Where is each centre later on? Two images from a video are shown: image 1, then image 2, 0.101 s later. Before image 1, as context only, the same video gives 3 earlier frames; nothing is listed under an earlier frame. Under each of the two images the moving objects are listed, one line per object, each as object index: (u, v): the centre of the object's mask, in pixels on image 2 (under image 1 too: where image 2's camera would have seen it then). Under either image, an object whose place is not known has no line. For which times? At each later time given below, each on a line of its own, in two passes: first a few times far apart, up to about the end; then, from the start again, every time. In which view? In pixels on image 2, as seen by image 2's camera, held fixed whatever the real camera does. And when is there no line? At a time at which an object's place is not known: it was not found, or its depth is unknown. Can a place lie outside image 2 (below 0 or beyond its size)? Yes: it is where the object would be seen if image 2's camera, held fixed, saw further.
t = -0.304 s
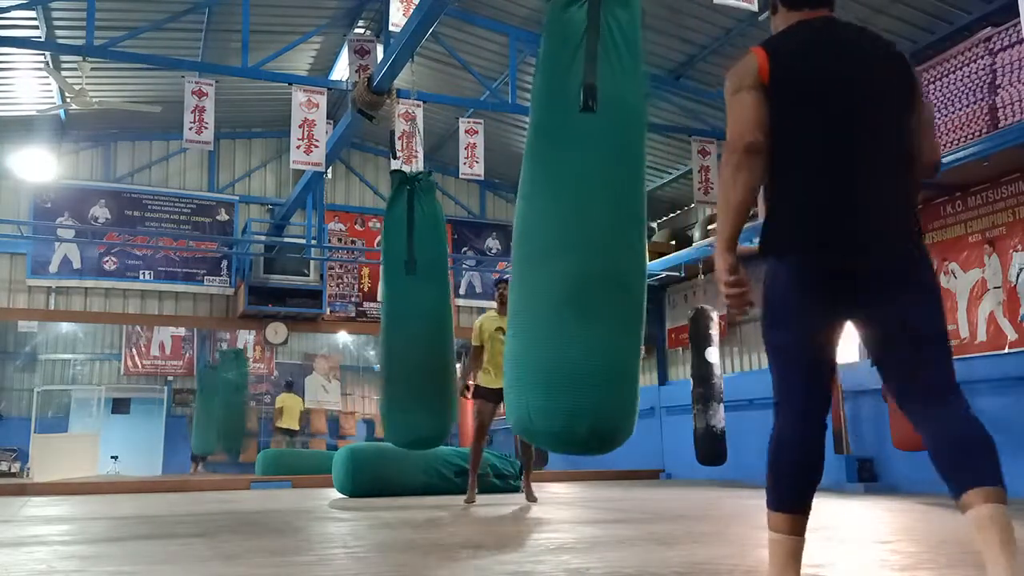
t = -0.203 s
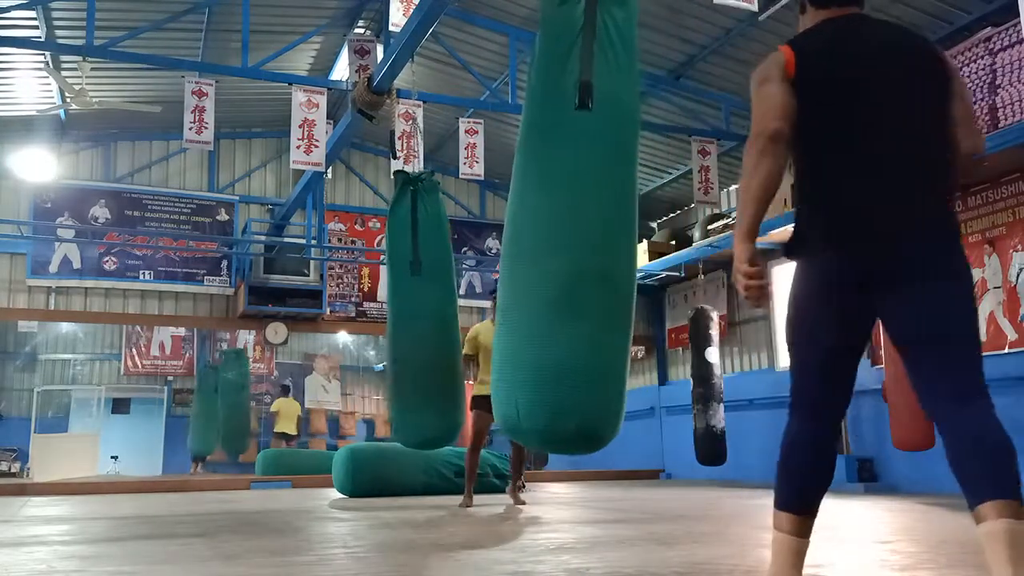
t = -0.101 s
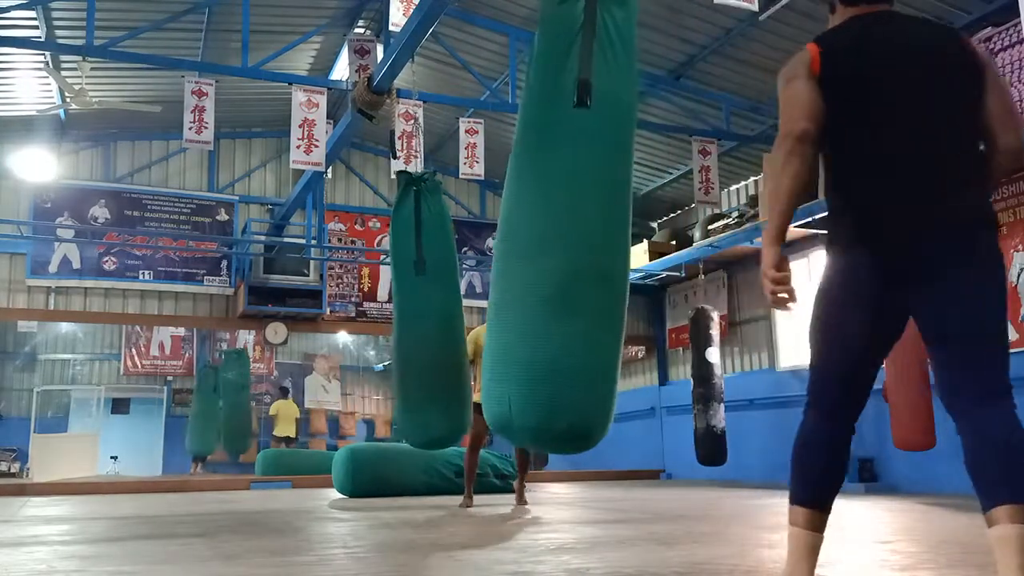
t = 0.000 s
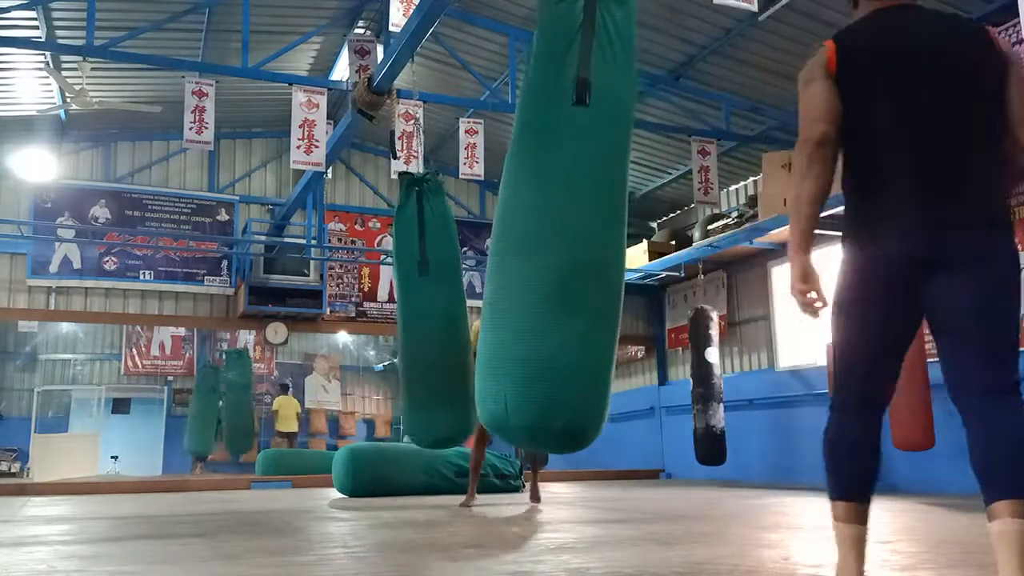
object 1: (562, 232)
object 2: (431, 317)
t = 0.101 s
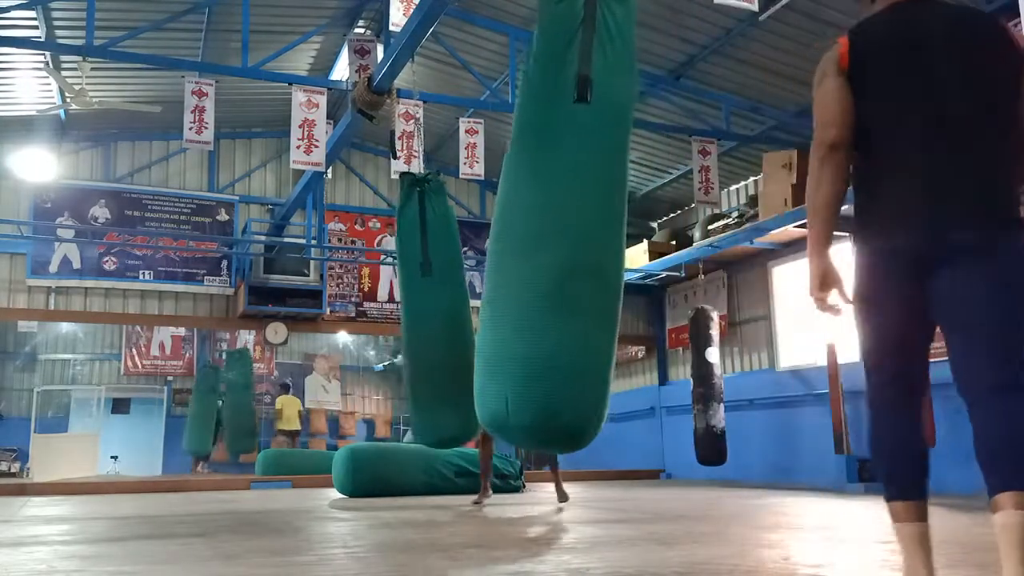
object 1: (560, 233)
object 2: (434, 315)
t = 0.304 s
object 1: (565, 233)
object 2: (438, 316)
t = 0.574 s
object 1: (592, 233)
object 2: (437, 318)
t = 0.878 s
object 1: (634, 232)
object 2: (424, 318)
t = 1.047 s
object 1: (658, 230)
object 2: (414, 318)
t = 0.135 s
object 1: (560, 232)
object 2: (435, 315)
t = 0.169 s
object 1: (560, 232)
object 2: (436, 315)
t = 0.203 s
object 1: (561, 232)
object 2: (436, 315)
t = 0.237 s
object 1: (562, 232)
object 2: (437, 315)
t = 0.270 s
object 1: (564, 232)
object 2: (437, 316)
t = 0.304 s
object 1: (565, 233)
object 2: (438, 316)
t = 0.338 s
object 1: (568, 232)
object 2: (438, 317)
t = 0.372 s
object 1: (570, 232)
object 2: (439, 318)
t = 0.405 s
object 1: (573, 232)
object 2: (438, 317)
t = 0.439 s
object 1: (576, 232)
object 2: (438, 317)
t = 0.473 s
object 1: (580, 232)
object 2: (438, 318)
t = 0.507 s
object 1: (583, 233)
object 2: (438, 318)
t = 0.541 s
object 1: (587, 233)
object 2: (437, 318)
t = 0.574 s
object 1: (592, 233)
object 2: (437, 318)
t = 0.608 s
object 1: (596, 233)
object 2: (436, 318)
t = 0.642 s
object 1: (600, 233)
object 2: (434, 318)
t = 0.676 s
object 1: (605, 234)
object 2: (433, 318)
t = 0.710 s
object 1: (610, 233)
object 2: (432, 319)
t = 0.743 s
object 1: (615, 232)
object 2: (430, 318)
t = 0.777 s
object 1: (620, 232)
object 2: (429, 318)
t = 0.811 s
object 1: (625, 232)
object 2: (427, 318)
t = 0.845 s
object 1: (630, 232)
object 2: (426, 319)
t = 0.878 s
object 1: (634, 232)
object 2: (424, 318)
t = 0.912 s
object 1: (639, 232)
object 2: (422, 319)
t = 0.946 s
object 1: (644, 232)
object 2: (420, 318)
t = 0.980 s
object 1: (649, 232)
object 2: (418, 318)
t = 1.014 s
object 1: (654, 231)
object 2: (417, 319)
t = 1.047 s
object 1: (658, 230)
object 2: (414, 318)
